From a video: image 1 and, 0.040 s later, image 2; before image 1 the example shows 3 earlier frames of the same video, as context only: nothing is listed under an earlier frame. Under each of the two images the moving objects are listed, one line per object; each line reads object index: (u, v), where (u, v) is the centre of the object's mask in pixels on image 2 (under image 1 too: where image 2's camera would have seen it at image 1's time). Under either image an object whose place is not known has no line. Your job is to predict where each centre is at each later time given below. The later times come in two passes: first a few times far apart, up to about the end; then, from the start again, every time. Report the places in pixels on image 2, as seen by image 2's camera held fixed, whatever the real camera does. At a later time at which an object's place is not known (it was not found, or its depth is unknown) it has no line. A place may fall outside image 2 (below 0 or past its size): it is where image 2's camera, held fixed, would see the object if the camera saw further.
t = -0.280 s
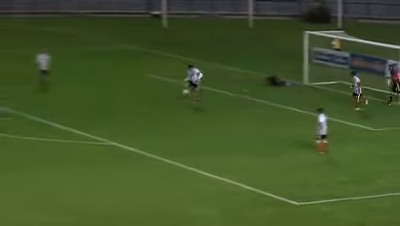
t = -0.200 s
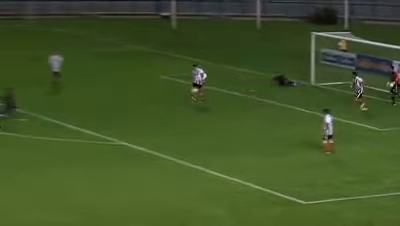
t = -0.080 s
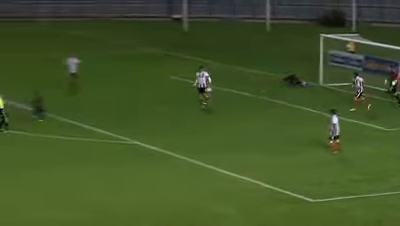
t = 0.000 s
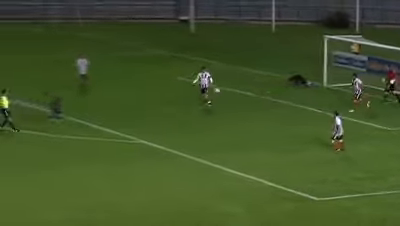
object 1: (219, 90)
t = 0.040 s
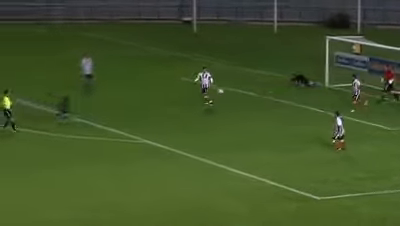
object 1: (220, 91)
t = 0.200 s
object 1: (223, 96)
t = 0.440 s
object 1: (227, 115)
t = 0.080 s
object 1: (221, 92)
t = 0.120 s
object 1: (221, 93)
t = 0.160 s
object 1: (222, 95)
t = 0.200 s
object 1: (223, 96)
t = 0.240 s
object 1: (224, 99)
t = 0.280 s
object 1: (225, 102)
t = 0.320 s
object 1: (225, 104)
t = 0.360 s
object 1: (226, 108)
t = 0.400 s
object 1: (226, 111)
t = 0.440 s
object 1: (227, 115)
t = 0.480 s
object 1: (227, 120)
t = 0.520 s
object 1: (229, 125)
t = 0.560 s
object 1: (229, 131)
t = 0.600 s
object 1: (230, 137)
